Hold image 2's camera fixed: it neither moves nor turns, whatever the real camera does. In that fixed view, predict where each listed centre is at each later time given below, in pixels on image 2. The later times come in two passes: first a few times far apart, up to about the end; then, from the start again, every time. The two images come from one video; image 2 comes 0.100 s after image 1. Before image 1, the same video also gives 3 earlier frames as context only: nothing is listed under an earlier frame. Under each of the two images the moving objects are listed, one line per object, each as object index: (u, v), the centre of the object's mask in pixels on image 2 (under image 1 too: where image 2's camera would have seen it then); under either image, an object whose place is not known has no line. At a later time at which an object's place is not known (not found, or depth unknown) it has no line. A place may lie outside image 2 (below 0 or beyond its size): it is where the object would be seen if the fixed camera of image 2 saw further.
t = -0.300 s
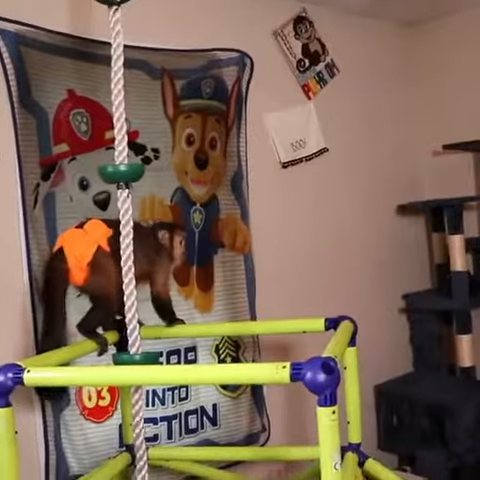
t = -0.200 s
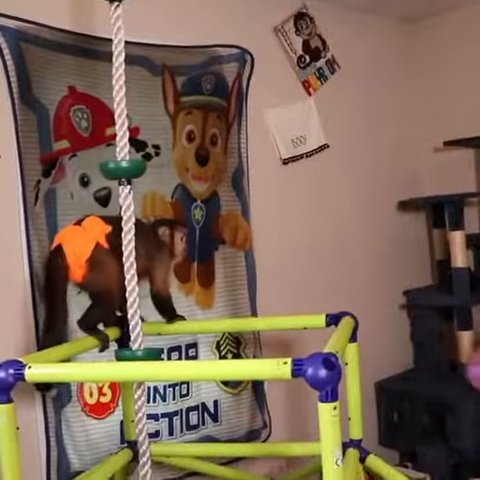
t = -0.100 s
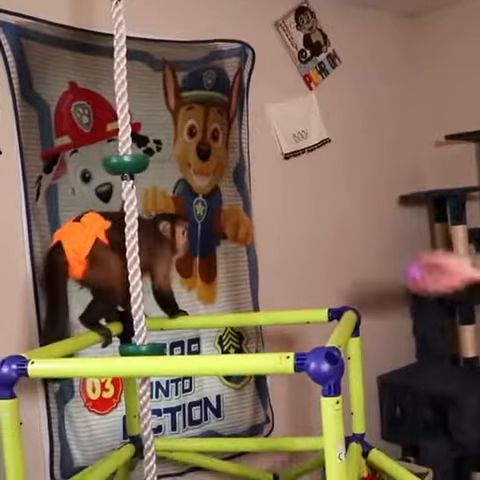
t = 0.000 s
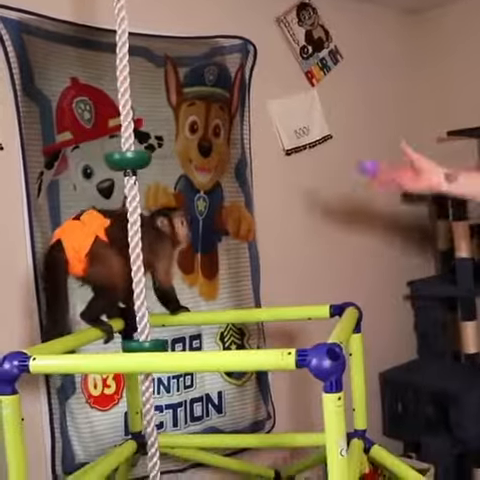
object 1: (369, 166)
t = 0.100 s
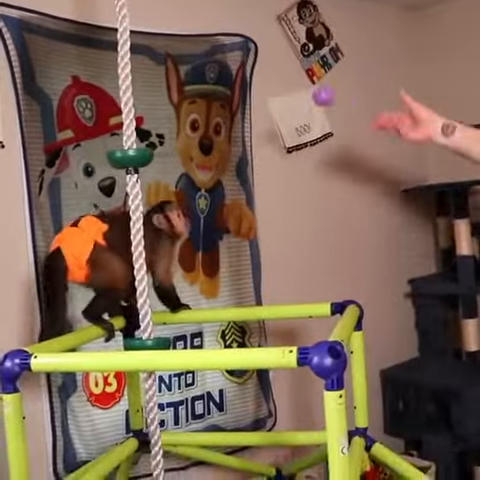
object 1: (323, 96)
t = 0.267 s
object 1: (259, 68)
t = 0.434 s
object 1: (202, 142)
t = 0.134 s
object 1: (310, 82)
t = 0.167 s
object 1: (294, 74)
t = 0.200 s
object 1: (282, 66)
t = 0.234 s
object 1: (270, 66)
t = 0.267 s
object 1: (259, 68)
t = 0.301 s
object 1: (246, 75)
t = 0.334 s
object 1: (234, 85)
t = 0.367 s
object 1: (223, 99)
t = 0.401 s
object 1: (213, 120)
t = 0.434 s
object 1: (202, 142)
